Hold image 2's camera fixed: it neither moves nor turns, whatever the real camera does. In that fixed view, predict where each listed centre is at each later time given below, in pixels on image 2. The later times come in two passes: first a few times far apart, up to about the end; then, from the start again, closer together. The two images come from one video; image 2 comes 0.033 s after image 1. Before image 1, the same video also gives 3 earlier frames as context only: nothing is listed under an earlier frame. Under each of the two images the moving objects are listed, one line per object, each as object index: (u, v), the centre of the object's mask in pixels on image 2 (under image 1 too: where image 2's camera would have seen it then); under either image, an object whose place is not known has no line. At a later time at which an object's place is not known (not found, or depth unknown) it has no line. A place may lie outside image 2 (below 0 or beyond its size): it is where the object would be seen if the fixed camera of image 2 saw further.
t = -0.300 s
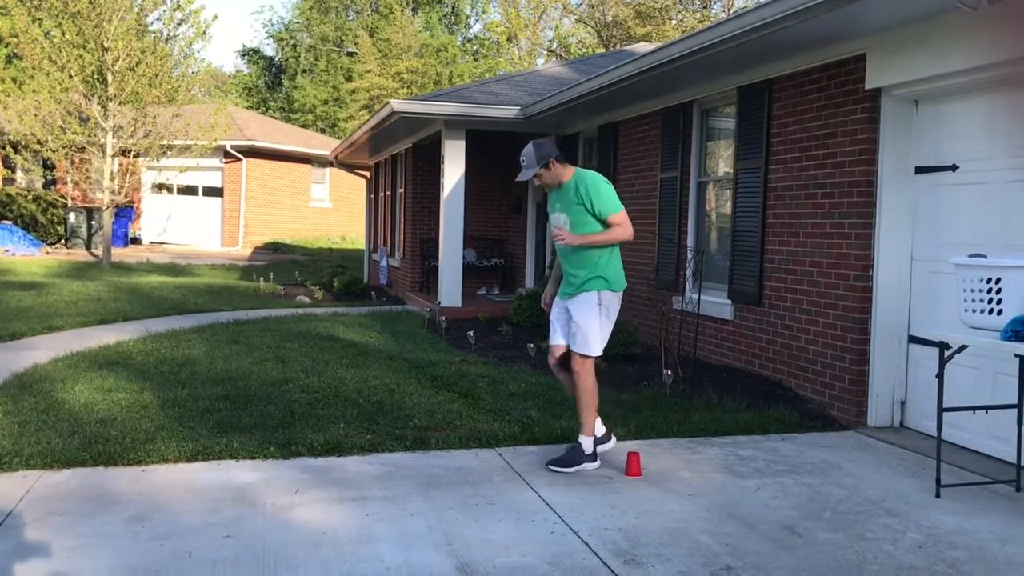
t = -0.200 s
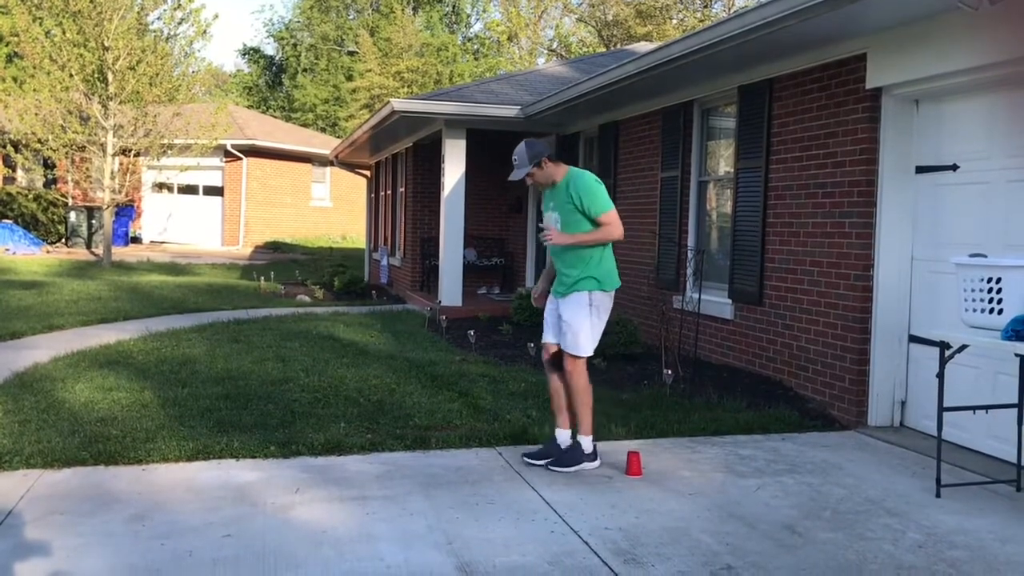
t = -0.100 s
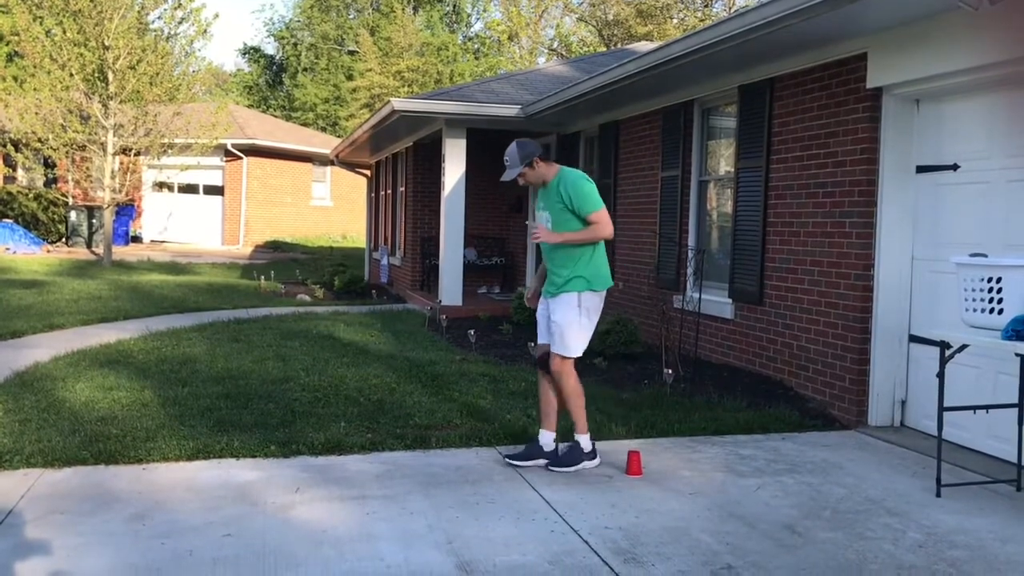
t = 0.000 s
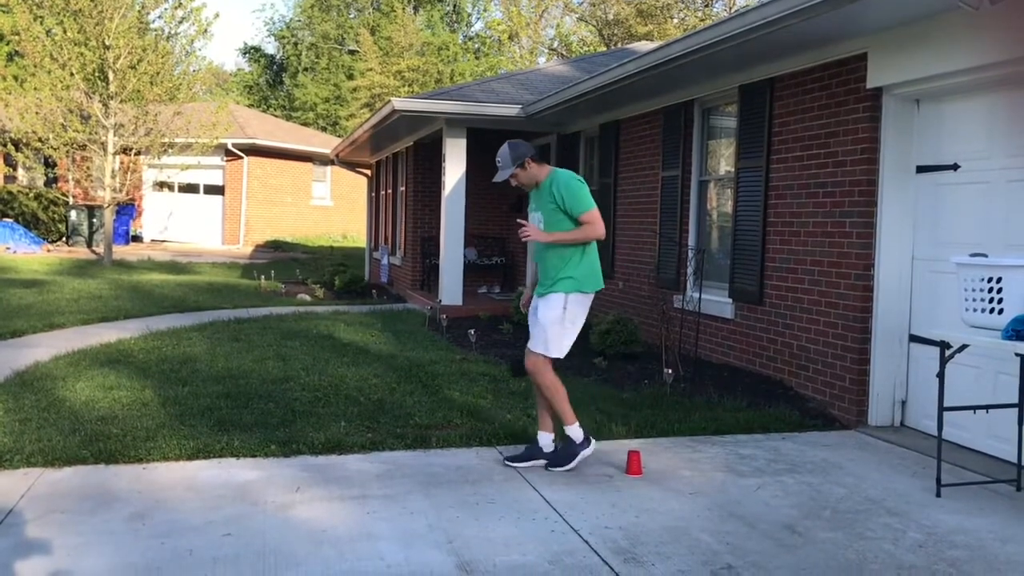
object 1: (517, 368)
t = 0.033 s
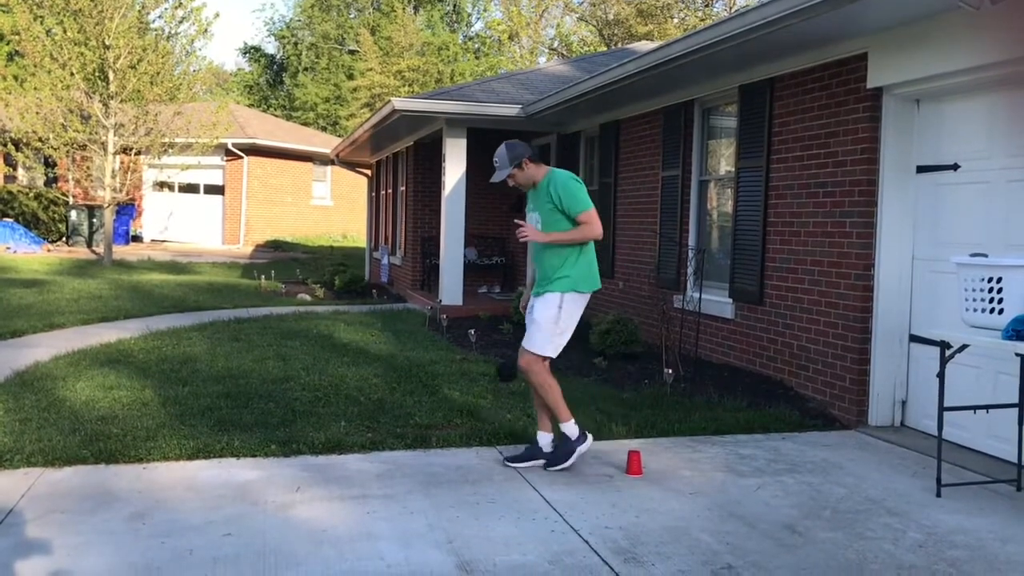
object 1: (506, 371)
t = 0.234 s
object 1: (432, 442)
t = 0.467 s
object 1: (371, 449)
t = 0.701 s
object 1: (321, 460)
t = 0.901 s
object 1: (291, 467)
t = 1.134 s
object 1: (268, 472)
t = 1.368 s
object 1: (250, 478)
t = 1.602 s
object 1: (243, 485)
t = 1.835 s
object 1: (242, 486)
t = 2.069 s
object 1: (242, 487)
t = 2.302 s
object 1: (236, 491)
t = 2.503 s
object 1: (235, 491)
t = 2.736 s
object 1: (238, 490)
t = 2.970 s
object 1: (234, 491)
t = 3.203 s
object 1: (233, 490)
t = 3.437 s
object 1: (233, 490)
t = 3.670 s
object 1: (233, 490)
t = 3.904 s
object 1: (233, 490)
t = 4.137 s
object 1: (233, 490)
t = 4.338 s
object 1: (234, 490)
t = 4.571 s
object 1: (234, 490)
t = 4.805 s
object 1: (234, 490)
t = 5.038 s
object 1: (234, 490)
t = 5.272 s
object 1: (234, 490)
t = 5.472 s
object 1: (234, 490)
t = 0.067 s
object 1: (493, 378)
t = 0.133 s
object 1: (467, 399)
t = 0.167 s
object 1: (454, 411)
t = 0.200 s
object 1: (444, 425)
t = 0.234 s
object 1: (432, 442)
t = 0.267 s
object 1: (420, 456)
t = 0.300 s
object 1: (412, 453)
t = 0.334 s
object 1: (404, 448)
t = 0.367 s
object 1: (397, 445)
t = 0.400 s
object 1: (388, 445)
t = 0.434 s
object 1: (380, 446)
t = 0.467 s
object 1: (371, 449)
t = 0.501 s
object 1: (362, 456)
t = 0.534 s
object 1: (354, 457)
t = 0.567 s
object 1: (347, 459)
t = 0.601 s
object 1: (340, 460)
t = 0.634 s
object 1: (334, 459)
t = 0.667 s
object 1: (328, 459)
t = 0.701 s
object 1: (321, 460)
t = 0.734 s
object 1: (315, 463)
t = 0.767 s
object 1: (310, 462)
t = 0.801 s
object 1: (305, 460)
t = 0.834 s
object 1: (300, 462)
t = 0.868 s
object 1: (295, 464)
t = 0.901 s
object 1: (291, 467)
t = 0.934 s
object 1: (287, 468)
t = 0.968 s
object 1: (283, 469)
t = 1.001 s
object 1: (280, 469)
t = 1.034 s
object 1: (277, 469)
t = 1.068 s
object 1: (275, 470)
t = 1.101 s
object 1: (271, 471)
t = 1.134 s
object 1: (268, 472)
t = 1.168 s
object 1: (264, 474)
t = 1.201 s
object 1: (260, 474)
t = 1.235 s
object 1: (258, 473)
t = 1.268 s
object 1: (255, 473)
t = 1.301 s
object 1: (253, 474)
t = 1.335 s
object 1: (251, 476)
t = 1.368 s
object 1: (250, 478)
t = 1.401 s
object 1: (249, 480)
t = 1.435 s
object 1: (248, 482)
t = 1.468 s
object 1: (247, 484)
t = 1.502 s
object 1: (246, 484)
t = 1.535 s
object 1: (245, 484)
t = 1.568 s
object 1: (244, 485)
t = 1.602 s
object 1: (243, 485)
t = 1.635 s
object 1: (243, 485)
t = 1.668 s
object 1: (242, 485)
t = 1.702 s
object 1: (242, 485)
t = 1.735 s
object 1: (242, 486)
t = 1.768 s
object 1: (242, 486)
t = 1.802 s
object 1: (242, 486)
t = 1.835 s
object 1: (242, 486)
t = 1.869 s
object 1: (242, 486)
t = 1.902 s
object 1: (242, 486)
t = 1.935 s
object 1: (242, 486)
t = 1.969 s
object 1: (242, 487)
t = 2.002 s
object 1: (242, 487)
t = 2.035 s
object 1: (242, 487)
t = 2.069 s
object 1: (242, 487)
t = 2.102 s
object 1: (241, 488)
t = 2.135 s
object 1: (241, 488)
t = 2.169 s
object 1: (241, 489)
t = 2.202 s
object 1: (240, 490)
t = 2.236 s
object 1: (239, 490)
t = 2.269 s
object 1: (237, 491)
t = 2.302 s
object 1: (236, 491)
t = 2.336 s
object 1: (235, 491)
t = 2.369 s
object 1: (235, 491)
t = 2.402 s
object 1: (234, 491)
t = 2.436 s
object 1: (234, 491)
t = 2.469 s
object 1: (235, 491)
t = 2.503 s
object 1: (235, 491)
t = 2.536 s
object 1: (236, 491)
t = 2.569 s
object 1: (237, 491)
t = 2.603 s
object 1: (238, 491)
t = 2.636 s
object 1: (239, 490)
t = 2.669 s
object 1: (239, 490)
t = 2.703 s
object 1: (239, 490)
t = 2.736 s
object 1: (238, 490)
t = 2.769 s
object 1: (238, 490)
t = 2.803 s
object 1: (237, 490)
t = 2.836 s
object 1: (236, 490)
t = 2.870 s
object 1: (235, 491)
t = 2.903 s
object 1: (234, 491)
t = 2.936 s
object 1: (234, 491)
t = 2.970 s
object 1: (234, 491)
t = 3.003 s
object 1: (233, 491)
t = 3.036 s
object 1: (233, 491)
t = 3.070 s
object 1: (233, 491)
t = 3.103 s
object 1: (233, 490)
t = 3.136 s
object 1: (233, 490)
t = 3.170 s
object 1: (233, 490)
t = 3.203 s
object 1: (233, 490)
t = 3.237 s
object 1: (233, 490)
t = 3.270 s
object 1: (233, 490)
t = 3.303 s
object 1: (233, 490)
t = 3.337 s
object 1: (233, 490)
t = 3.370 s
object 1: (233, 490)
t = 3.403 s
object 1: (233, 490)
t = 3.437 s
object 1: (233, 490)
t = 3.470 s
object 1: (233, 490)
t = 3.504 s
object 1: (233, 490)
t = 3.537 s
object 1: (233, 490)
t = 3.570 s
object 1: (233, 490)
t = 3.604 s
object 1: (233, 490)
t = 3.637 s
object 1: (233, 490)
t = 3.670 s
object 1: (233, 490)
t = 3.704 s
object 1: (233, 490)
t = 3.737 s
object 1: (233, 490)
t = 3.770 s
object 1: (233, 490)
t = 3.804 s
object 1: (233, 490)
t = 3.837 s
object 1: (233, 490)
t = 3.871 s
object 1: (233, 490)
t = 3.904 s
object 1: (233, 490)
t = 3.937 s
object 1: (233, 490)
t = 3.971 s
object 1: (233, 490)
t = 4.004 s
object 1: (233, 490)
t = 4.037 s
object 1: (233, 490)
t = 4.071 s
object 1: (233, 490)
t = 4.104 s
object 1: (233, 490)
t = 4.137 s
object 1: (233, 490)
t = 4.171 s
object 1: (233, 490)
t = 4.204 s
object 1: (233, 490)
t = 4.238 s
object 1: (233, 490)
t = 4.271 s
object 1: (233, 490)
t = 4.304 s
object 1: (234, 490)
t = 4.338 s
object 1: (234, 490)
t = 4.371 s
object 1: (234, 490)
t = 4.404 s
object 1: (234, 490)
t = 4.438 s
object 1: (234, 490)
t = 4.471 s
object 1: (234, 490)
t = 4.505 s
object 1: (234, 490)
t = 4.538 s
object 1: (234, 490)
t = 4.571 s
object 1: (234, 490)
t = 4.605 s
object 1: (234, 490)
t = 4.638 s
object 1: (234, 490)
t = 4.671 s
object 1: (234, 490)
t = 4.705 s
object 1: (234, 490)
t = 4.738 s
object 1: (234, 490)
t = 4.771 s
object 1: (234, 490)
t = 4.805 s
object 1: (234, 490)
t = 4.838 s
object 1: (234, 490)
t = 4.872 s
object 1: (234, 490)
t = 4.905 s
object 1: (234, 490)
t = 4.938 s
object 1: (235, 490)
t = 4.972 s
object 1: (234, 490)
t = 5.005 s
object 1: (234, 490)
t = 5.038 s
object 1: (234, 490)
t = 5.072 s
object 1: (234, 490)
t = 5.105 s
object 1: (234, 490)
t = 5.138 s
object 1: (234, 490)
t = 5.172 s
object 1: (234, 490)
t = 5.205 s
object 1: (234, 490)
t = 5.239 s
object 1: (234, 490)
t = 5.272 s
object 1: (234, 490)
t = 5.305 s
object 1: (234, 490)
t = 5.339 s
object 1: (234, 490)
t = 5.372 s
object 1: (234, 490)
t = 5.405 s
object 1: (234, 491)
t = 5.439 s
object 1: (234, 491)
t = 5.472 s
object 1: (234, 490)
